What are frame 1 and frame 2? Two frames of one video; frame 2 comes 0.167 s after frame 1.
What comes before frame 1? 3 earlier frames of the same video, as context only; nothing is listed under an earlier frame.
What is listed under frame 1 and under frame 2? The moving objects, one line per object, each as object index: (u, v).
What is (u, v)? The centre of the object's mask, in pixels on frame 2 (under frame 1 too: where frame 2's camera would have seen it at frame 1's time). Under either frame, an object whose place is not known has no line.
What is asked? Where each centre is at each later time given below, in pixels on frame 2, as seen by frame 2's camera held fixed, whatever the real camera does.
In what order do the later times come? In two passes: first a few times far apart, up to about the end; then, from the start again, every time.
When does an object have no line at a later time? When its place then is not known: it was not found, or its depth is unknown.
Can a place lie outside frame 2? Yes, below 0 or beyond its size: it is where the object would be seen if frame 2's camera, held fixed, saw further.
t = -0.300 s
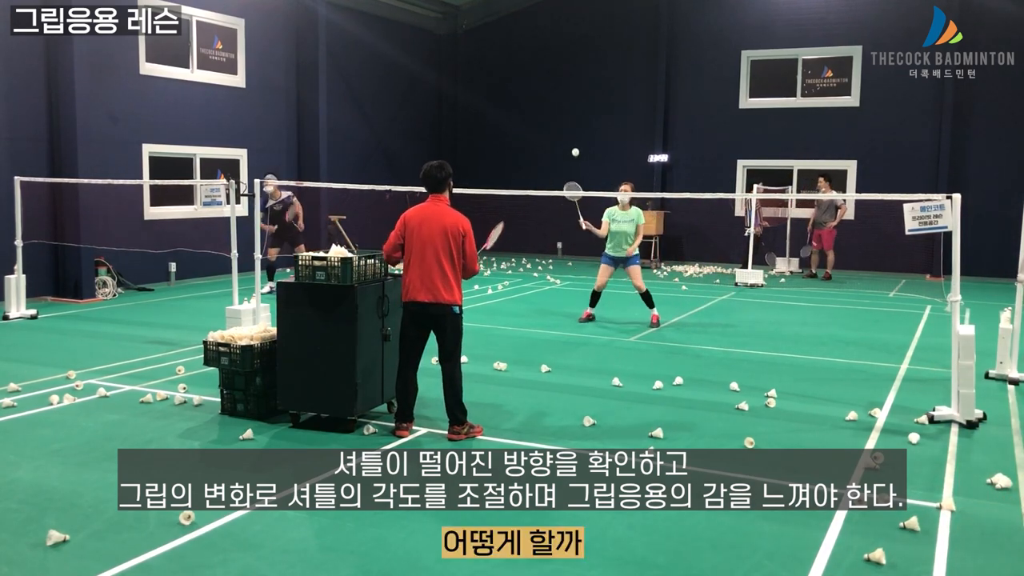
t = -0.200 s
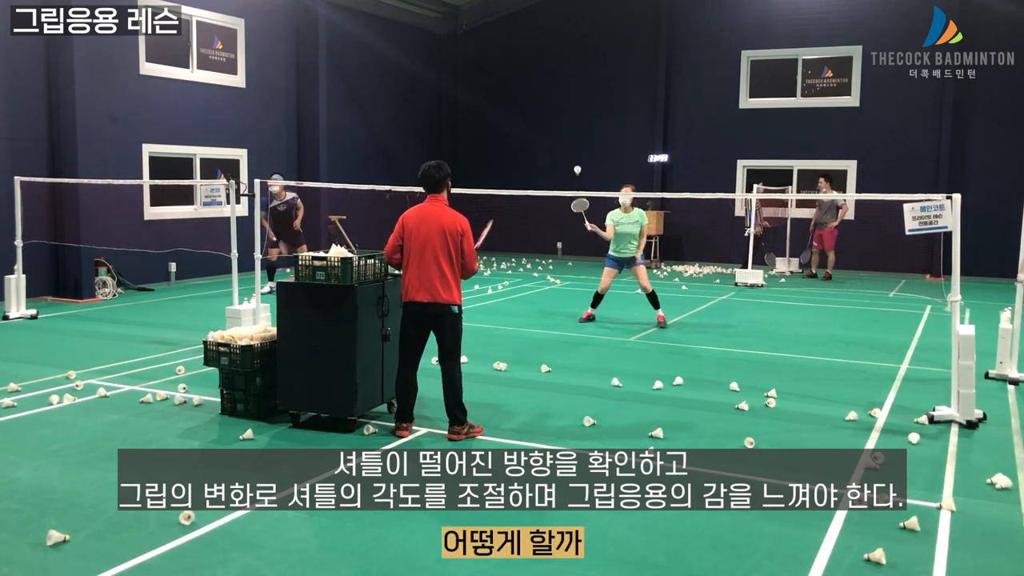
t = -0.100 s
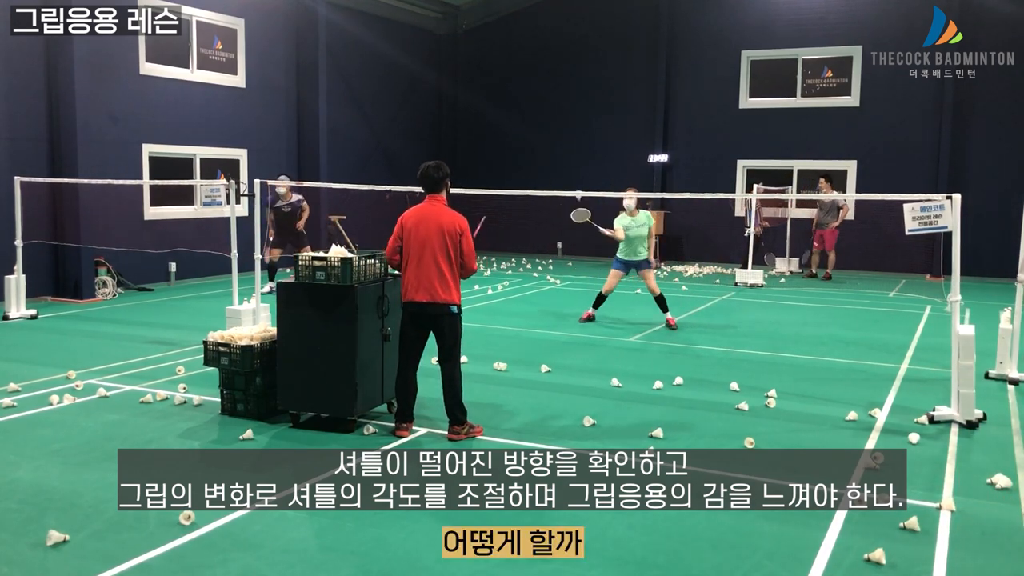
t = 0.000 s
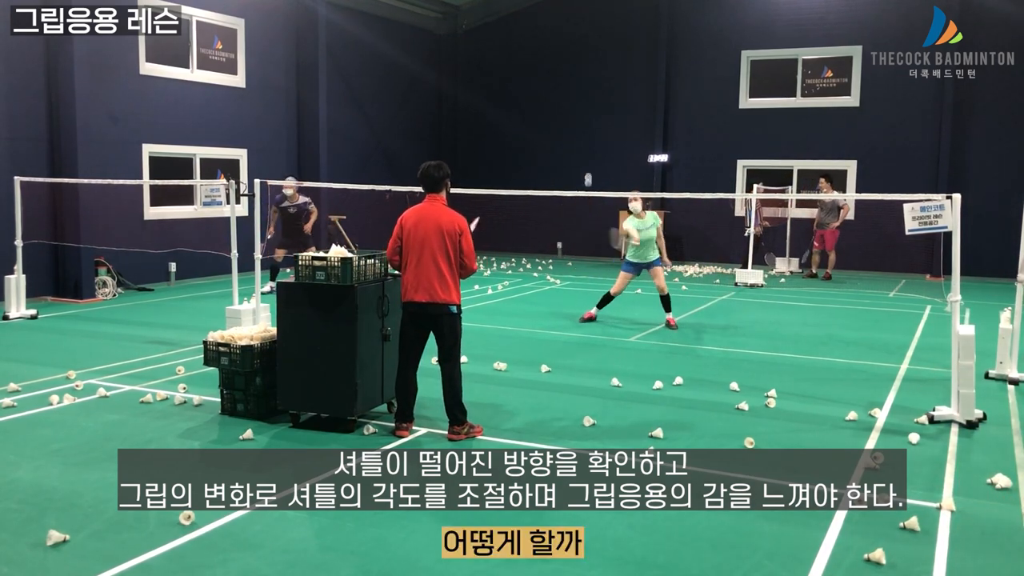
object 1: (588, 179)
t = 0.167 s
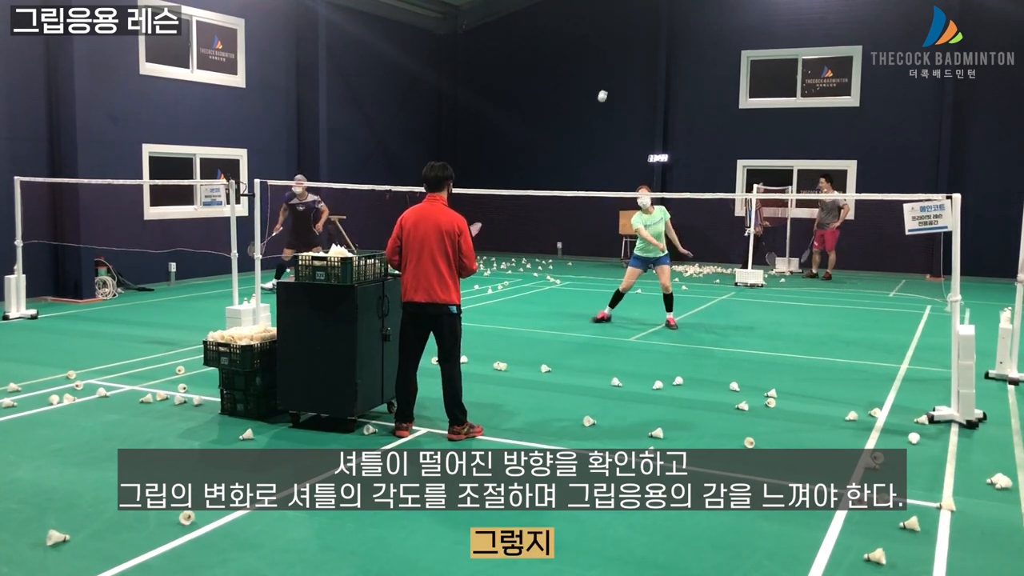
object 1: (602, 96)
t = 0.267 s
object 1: (614, 64)
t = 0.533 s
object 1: (632, 40)
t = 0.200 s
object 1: (607, 85)
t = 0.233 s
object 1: (610, 75)
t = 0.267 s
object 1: (614, 64)
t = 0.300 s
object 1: (616, 55)
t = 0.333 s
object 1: (619, 47)
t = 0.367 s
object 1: (621, 41)
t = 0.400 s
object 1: (624, 36)
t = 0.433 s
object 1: (626, 35)
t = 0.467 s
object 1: (628, 35)
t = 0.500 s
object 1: (630, 37)
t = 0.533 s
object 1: (632, 40)
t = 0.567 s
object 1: (635, 44)
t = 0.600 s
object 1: (638, 51)
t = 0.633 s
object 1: (641, 60)
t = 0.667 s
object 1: (643, 72)
